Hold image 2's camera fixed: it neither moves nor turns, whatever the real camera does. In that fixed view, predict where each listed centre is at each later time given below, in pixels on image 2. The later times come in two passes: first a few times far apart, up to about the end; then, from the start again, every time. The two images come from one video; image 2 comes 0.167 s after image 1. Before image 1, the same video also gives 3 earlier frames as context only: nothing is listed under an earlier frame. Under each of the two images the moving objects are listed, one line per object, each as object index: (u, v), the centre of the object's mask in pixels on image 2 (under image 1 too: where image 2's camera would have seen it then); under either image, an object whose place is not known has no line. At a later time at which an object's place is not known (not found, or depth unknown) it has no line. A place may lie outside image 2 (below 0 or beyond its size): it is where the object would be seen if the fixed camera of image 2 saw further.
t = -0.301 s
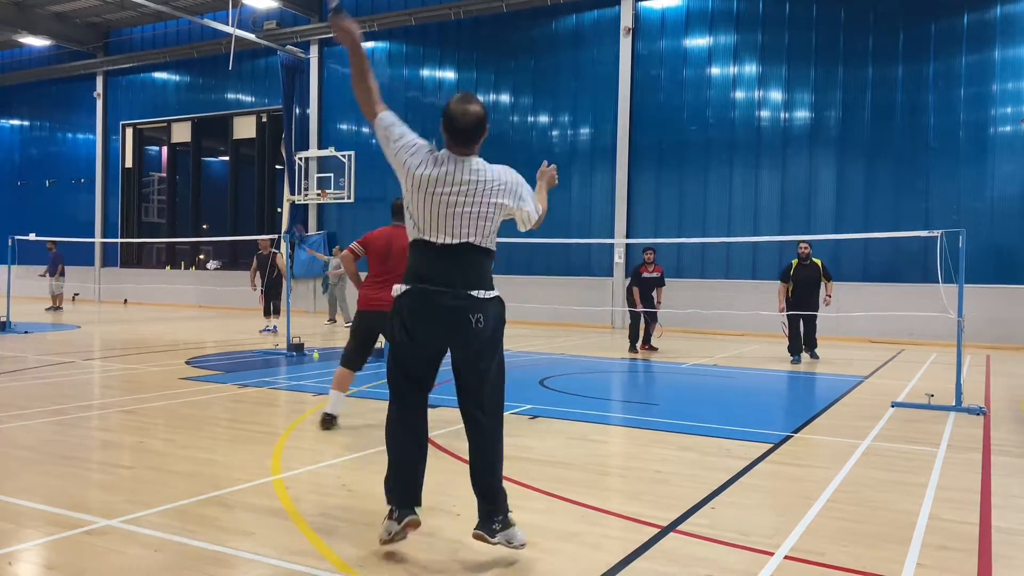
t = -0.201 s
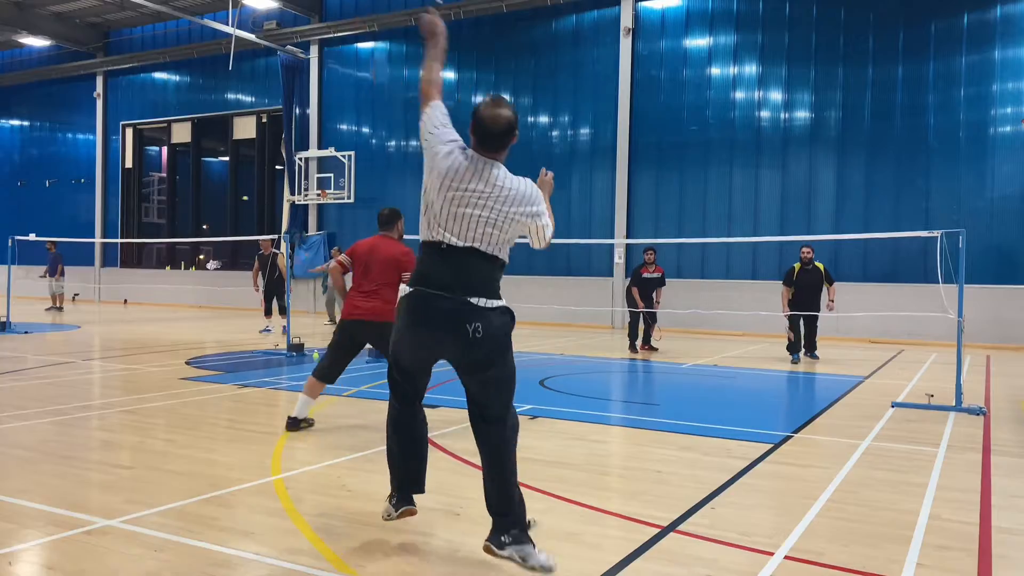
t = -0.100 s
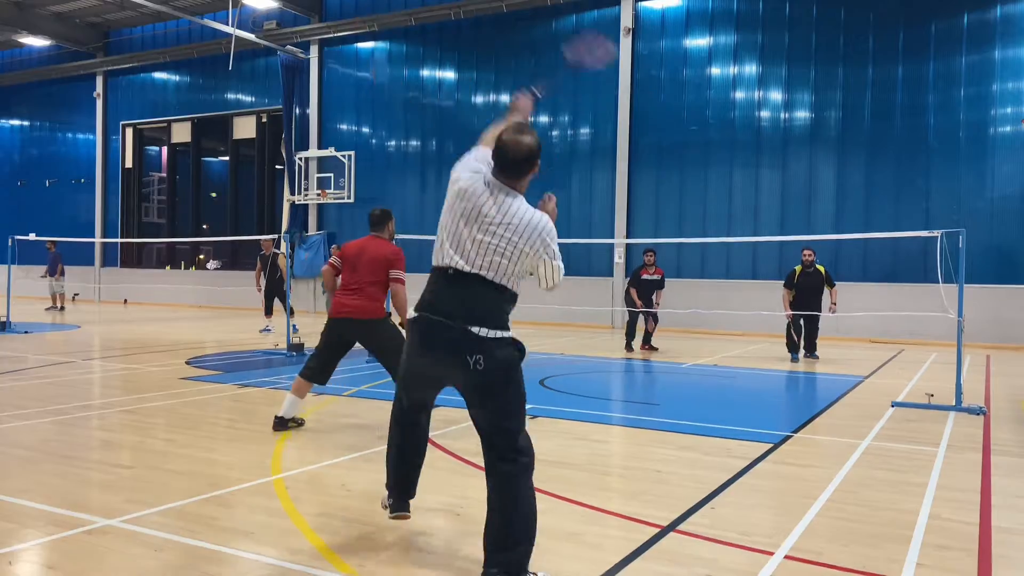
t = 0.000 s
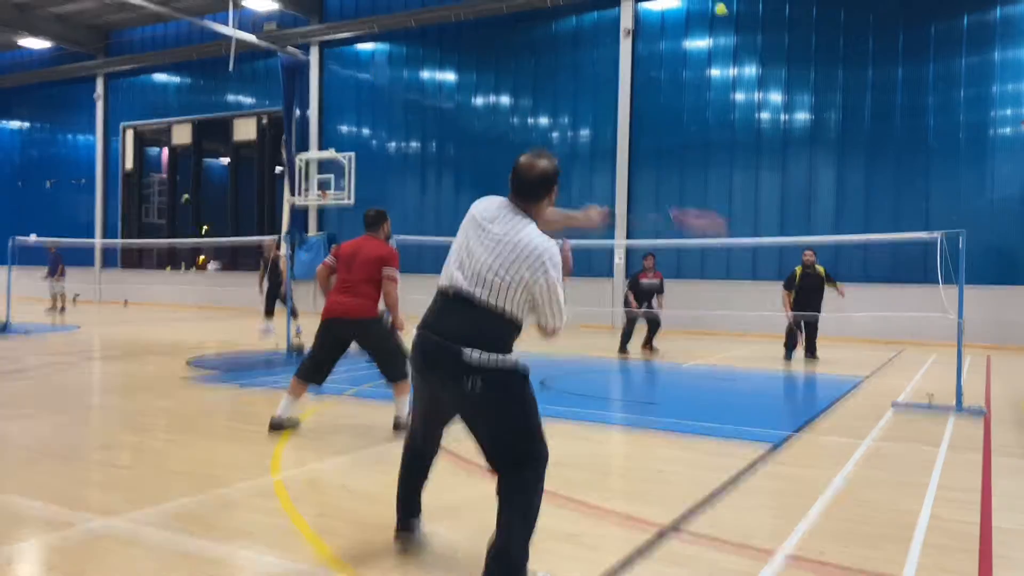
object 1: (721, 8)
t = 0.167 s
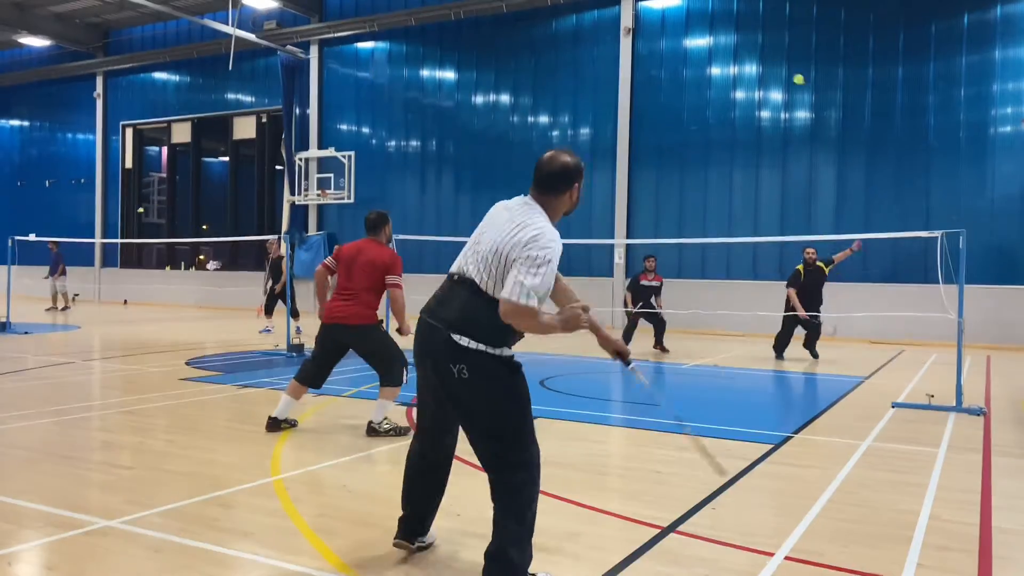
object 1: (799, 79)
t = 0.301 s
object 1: (835, 135)
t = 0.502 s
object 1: (872, 224)
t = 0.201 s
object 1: (809, 93)
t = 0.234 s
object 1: (819, 107)
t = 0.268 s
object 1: (827, 121)
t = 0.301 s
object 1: (835, 135)
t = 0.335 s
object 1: (842, 150)
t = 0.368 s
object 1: (849, 164)
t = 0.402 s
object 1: (856, 179)
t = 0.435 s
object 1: (861, 194)
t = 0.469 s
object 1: (867, 209)
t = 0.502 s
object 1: (872, 224)
